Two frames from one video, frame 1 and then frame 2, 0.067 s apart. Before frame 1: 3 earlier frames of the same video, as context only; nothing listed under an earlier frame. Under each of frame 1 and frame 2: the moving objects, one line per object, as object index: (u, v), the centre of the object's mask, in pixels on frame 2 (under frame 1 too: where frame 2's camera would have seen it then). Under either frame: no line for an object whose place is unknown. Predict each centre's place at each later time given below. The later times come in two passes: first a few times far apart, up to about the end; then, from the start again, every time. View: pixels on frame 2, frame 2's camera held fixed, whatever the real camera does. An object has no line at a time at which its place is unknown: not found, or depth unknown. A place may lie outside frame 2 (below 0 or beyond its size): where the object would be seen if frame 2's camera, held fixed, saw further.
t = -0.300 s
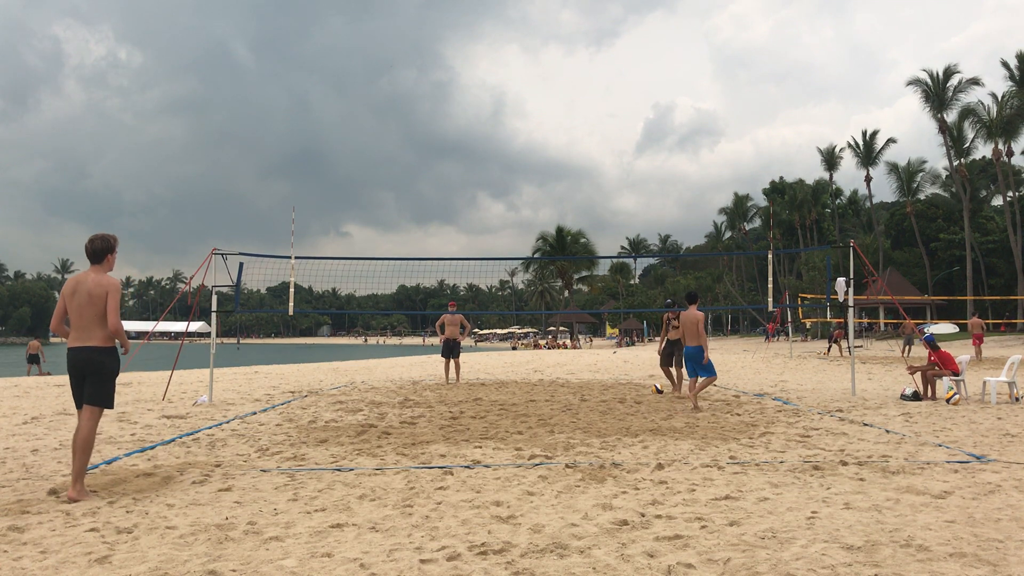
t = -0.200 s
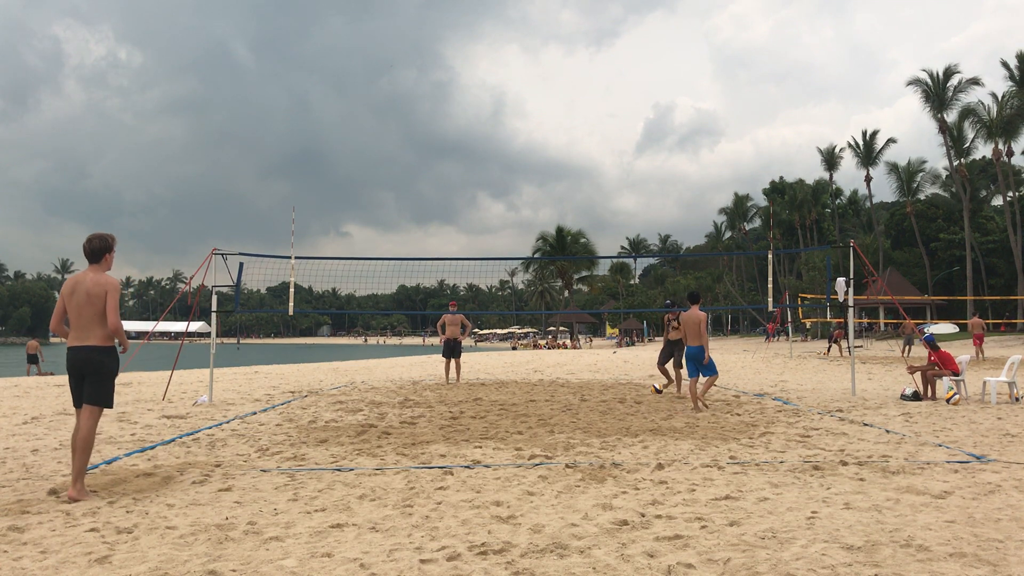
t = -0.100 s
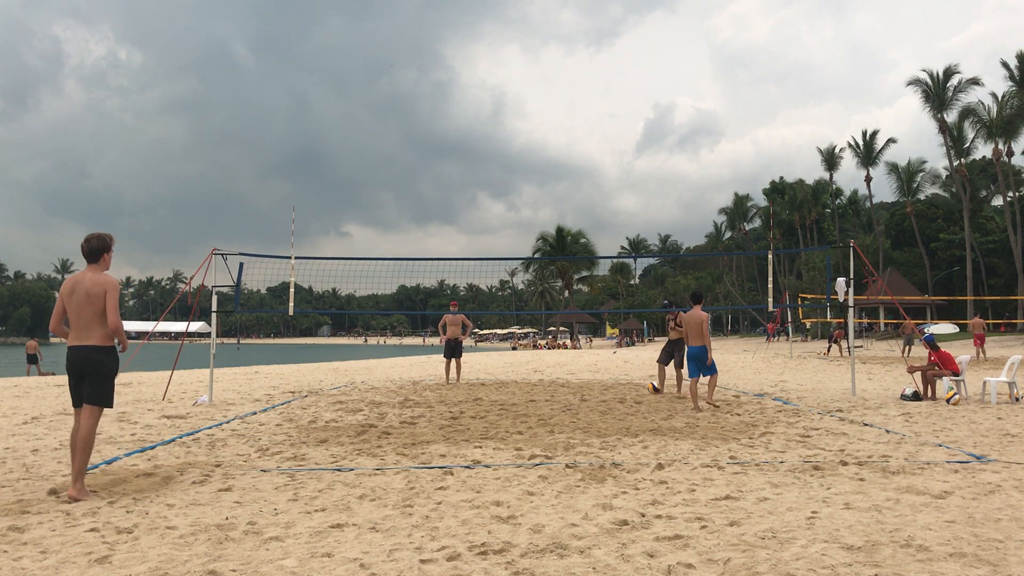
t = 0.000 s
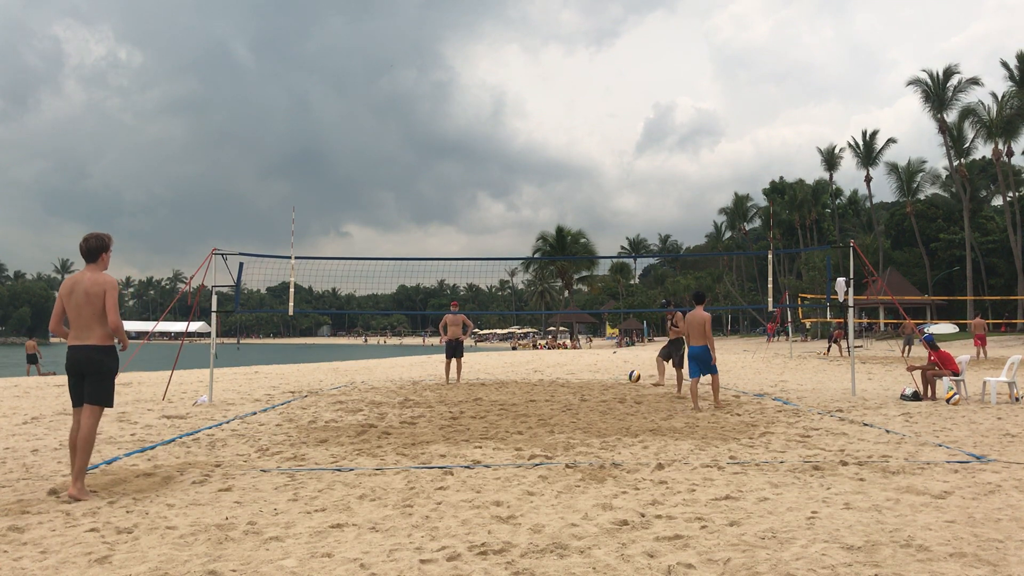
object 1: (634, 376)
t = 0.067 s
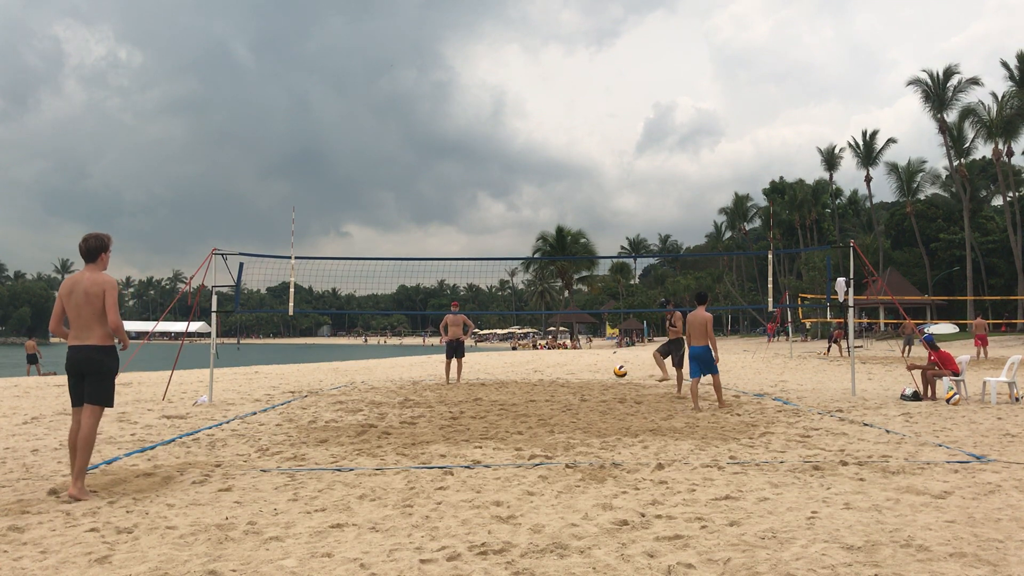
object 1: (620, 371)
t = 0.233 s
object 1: (583, 372)
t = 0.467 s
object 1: (523, 406)
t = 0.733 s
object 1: (475, 411)
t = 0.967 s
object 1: (442, 423)
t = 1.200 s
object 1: (411, 433)
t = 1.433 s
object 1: (388, 435)
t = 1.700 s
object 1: (364, 437)
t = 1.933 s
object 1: (354, 439)
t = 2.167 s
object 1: (347, 442)
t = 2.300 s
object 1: (342, 445)
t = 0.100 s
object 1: (613, 370)
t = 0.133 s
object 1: (606, 369)
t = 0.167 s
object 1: (598, 369)
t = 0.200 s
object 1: (591, 370)
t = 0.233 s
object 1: (583, 372)
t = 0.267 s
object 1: (575, 374)
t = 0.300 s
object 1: (567, 377)
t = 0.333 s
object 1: (559, 381)
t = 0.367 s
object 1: (550, 386)
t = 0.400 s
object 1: (541, 392)
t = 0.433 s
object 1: (532, 398)
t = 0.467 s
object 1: (523, 406)
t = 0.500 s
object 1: (514, 413)
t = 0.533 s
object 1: (508, 411)
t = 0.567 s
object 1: (503, 409)
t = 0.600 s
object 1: (497, 408)
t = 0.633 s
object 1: (492, 408)
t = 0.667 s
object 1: (486, 408)
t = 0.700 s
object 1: (480, 409)
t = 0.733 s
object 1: (475, 411)
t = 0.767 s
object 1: (469, 415)
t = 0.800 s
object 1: (463, 419)
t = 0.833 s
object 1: (458, 423)
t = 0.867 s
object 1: (454, 424)
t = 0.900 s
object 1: (449, 424)
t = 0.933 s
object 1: (446, 423)
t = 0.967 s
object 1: (442, 423)
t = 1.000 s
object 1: (437, 424)
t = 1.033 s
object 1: (433, 426)
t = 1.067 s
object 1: (429, 427)
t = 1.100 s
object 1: (424, 427)
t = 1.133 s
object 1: (420, 429)
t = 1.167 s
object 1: (416, 431)
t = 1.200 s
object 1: (411, 433)
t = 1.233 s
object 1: (408, 432)
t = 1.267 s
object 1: (405, 431)
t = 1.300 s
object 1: (402, 431)
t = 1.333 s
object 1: (398, 431)
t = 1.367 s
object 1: (395, 433)
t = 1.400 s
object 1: (391, 435)
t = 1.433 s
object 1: (388, 435)
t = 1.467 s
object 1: (385, 435)
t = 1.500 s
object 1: (381, 436)
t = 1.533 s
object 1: (378, 435)
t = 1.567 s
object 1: (375, 435)
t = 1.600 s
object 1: (372, 436)
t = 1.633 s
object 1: (369, 436)
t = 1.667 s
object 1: (366, 437)
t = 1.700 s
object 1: (364, 437)
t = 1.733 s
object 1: (362, 437)
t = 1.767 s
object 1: (360, 439)
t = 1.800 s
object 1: (357, 440)
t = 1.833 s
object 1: (356, 439)
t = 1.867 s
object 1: (355, 439)
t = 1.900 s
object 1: (355, 439)
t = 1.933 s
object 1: (354, 439)
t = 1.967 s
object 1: (353, 439)
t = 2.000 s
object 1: (352, 440)
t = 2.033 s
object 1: (352, 442)
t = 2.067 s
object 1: (351, 441)
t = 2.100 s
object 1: (350, 441)
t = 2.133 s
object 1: (348, 442)
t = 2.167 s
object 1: (347, 442)
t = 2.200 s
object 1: (346, 442)
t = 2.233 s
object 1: (345, 443)
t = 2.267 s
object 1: (343, 444)
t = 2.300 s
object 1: (342, 445)
